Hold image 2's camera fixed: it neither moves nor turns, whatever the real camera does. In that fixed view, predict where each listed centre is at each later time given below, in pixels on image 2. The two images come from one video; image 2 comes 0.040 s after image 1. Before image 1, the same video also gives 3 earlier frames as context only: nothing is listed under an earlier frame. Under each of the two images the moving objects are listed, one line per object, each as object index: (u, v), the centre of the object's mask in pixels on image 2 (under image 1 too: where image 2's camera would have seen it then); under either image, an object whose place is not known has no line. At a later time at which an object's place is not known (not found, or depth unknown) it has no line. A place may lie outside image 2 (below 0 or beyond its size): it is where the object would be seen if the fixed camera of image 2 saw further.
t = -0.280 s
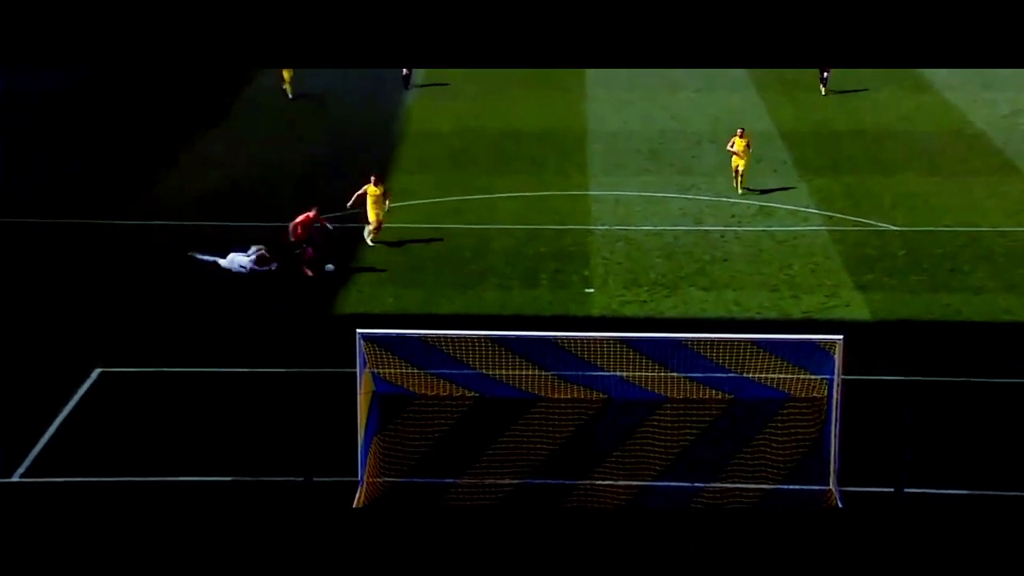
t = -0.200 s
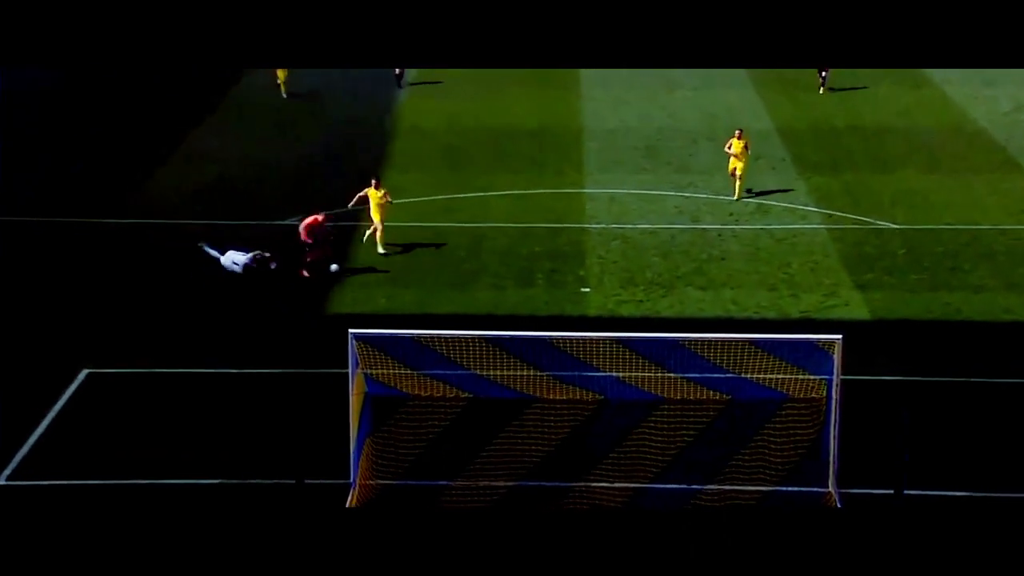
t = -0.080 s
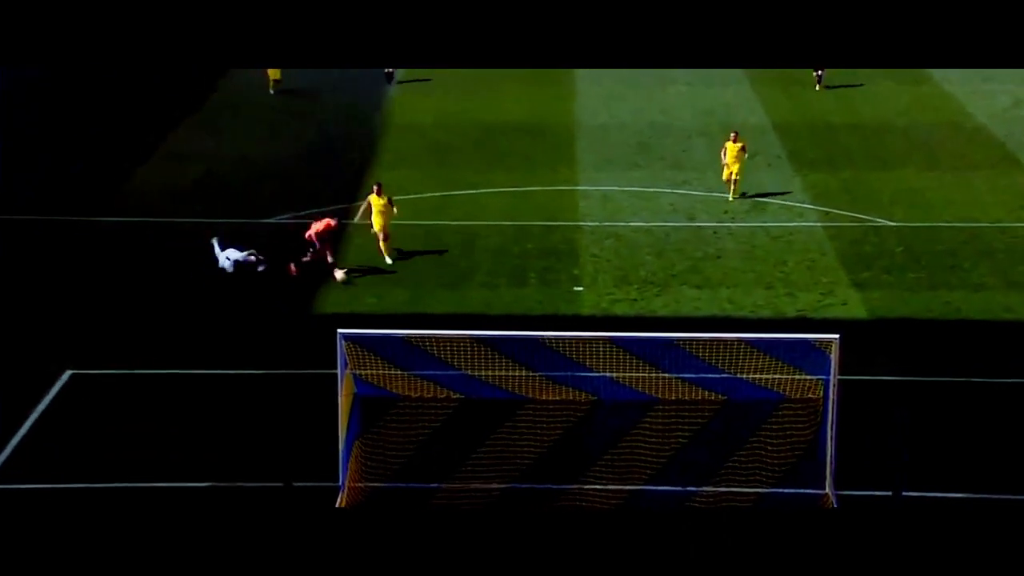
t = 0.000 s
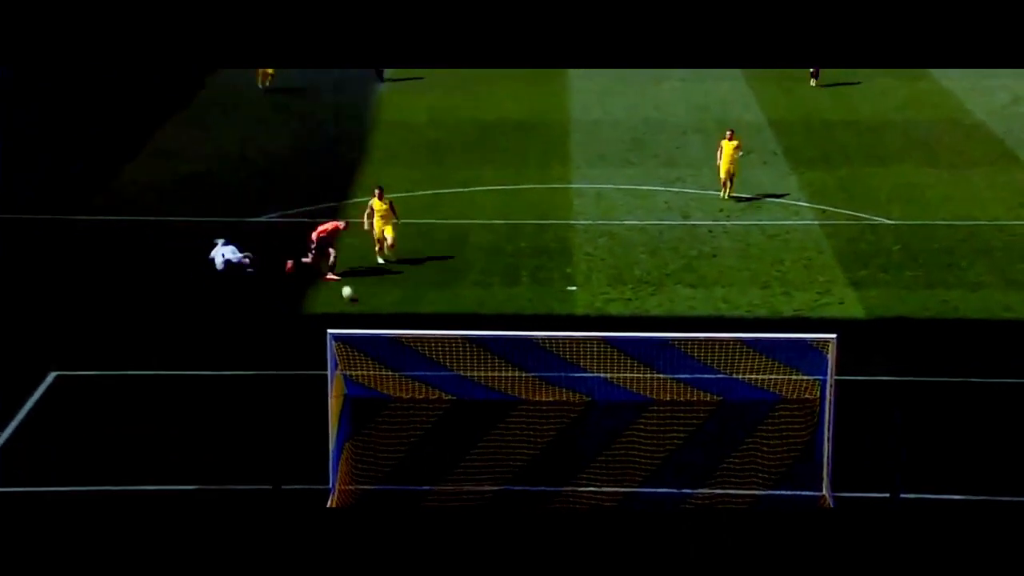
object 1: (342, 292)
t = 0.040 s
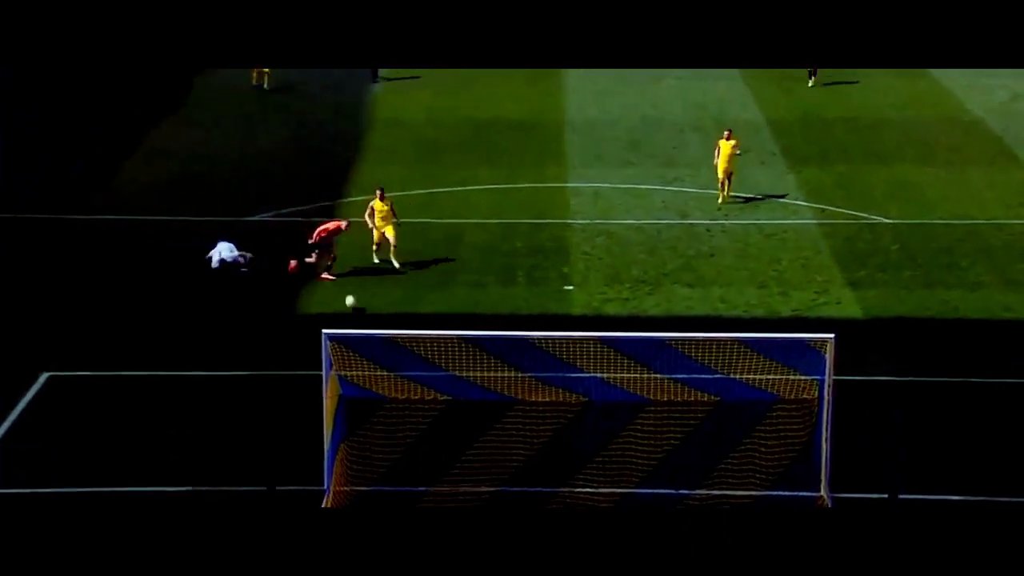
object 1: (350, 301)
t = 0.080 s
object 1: (358, 311)
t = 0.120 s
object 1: (366, 323)
